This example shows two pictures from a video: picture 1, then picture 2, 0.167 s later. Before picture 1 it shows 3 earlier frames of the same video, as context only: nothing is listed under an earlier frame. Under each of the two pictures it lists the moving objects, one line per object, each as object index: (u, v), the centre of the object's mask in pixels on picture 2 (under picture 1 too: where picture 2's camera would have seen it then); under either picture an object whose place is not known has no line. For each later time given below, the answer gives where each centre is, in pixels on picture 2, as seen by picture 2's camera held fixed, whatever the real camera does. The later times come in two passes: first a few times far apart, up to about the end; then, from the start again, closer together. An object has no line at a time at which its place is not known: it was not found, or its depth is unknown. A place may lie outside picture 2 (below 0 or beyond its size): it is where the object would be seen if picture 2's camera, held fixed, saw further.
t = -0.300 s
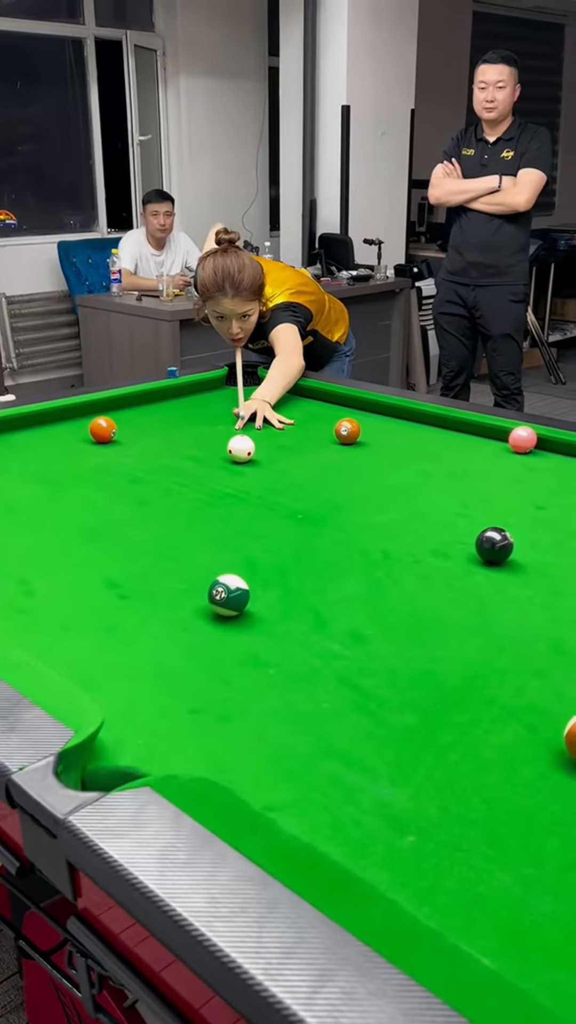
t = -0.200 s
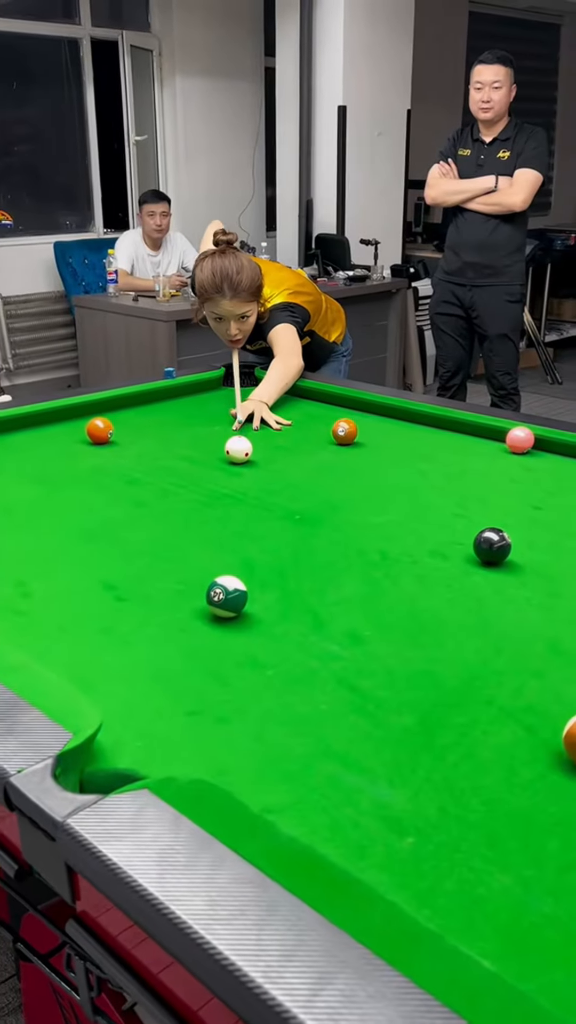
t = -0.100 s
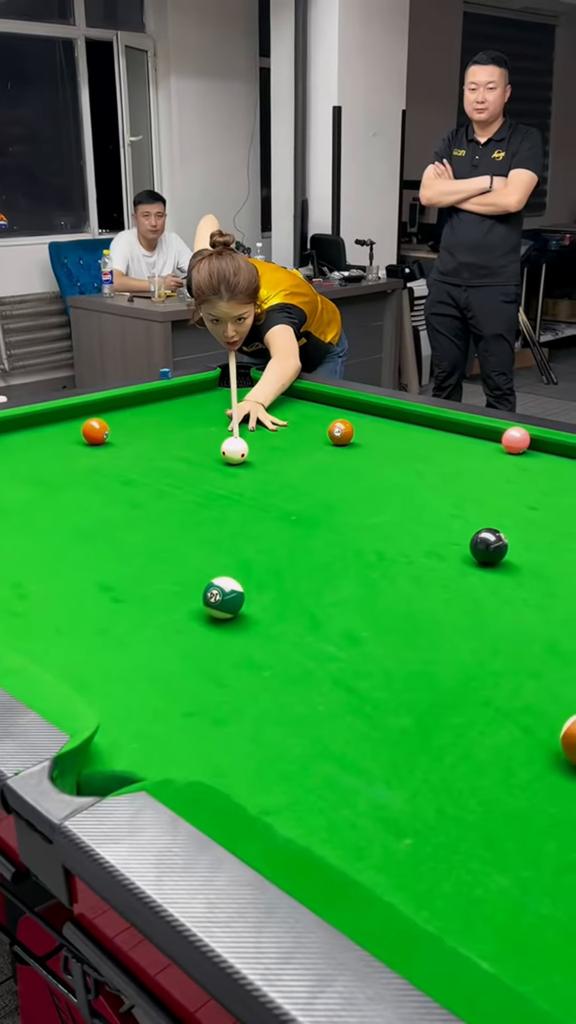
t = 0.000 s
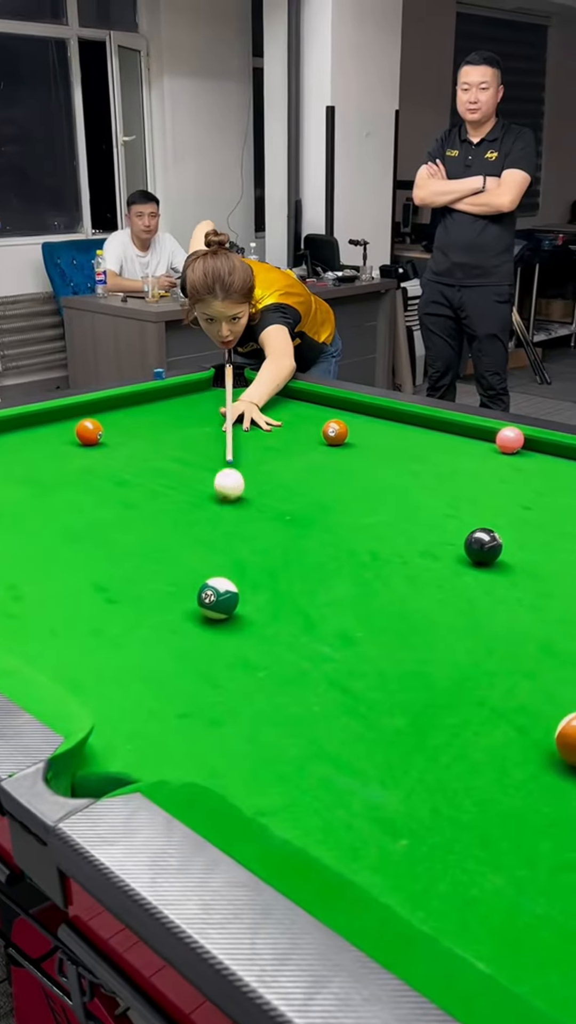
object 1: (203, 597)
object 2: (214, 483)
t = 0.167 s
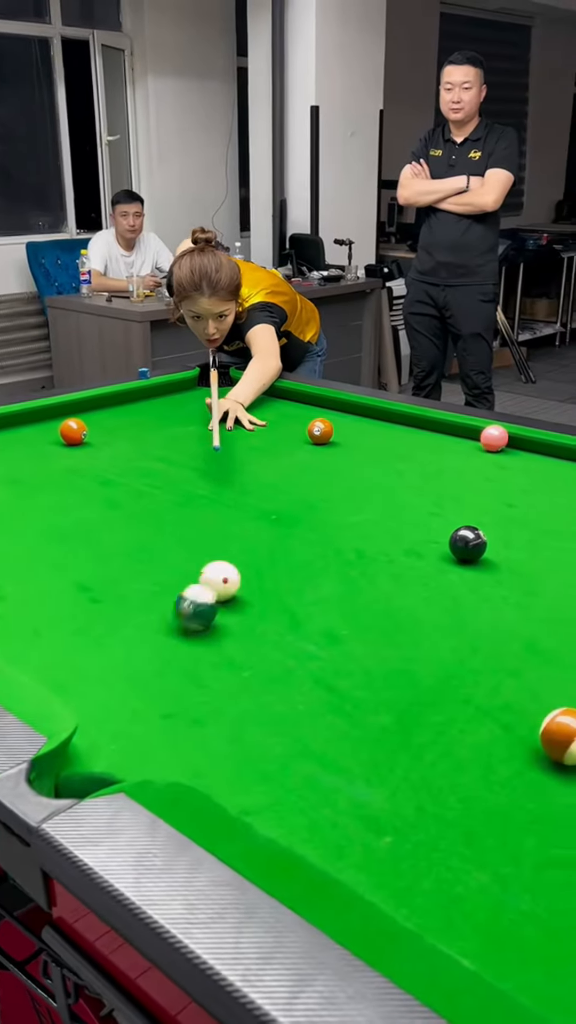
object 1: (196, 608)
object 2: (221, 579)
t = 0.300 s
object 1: (110, 742)
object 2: (268, 586)
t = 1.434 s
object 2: (638, 632)
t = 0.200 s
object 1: (178, 637)
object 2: (233, 582)
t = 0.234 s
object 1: (157, 668)
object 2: (246, 584)
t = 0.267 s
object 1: (134, 703)
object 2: (257, 585)
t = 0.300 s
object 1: (110, 742)
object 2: (268, 586)
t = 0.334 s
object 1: (82, 775)
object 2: (279, 588)
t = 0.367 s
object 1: (67, 791)
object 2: (290, 589)
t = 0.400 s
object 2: (301, 590)
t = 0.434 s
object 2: (312, 591)
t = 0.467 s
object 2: (323, 593)
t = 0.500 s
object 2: (334, 594)
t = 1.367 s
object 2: (617, 629)
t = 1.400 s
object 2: (627, 631)
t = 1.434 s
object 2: (638, 632)
